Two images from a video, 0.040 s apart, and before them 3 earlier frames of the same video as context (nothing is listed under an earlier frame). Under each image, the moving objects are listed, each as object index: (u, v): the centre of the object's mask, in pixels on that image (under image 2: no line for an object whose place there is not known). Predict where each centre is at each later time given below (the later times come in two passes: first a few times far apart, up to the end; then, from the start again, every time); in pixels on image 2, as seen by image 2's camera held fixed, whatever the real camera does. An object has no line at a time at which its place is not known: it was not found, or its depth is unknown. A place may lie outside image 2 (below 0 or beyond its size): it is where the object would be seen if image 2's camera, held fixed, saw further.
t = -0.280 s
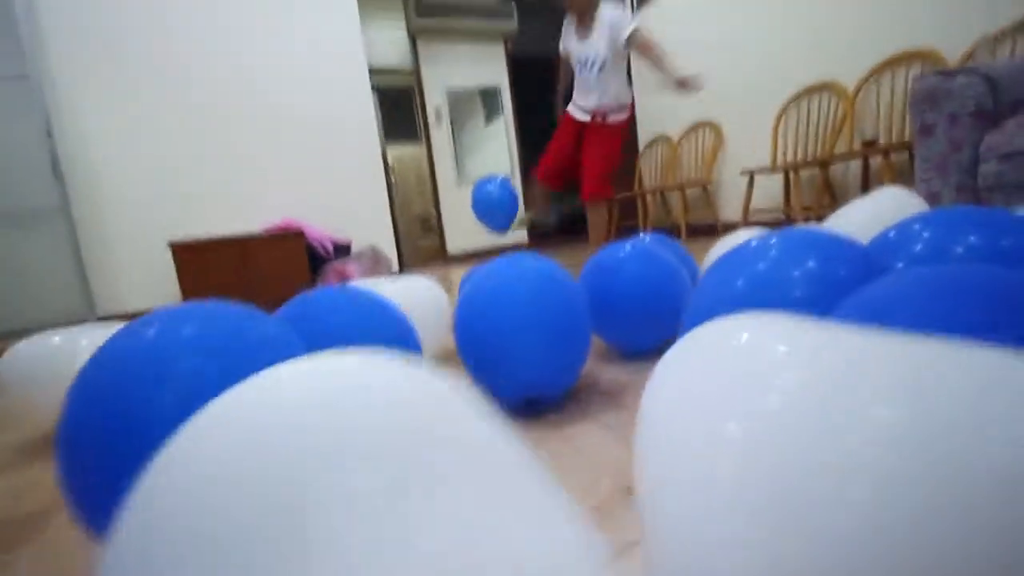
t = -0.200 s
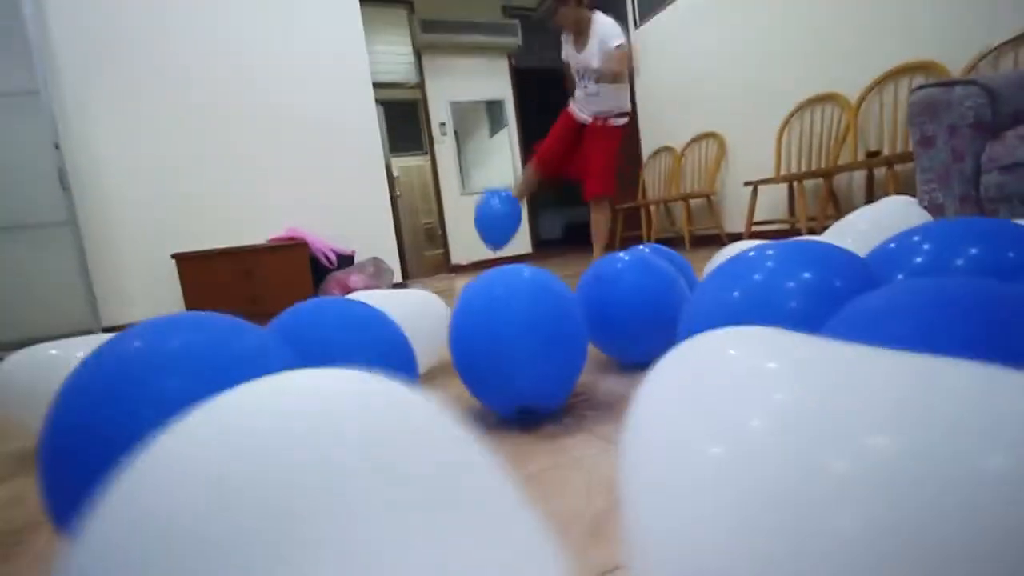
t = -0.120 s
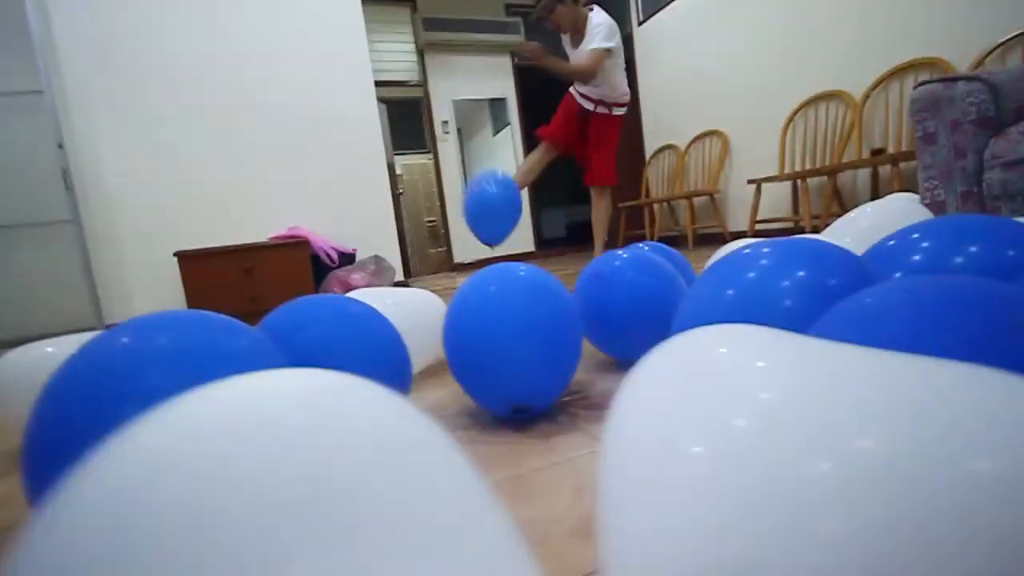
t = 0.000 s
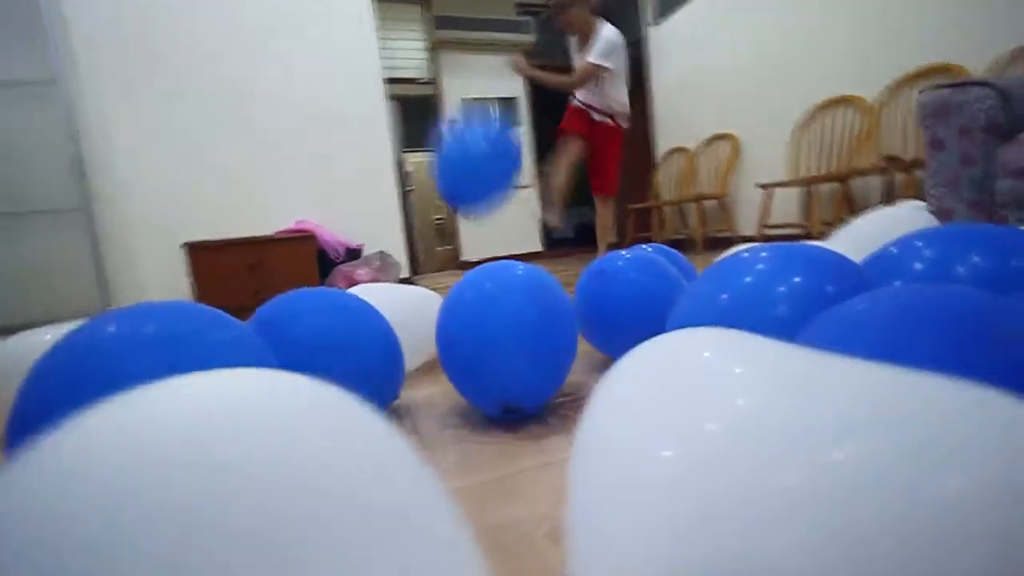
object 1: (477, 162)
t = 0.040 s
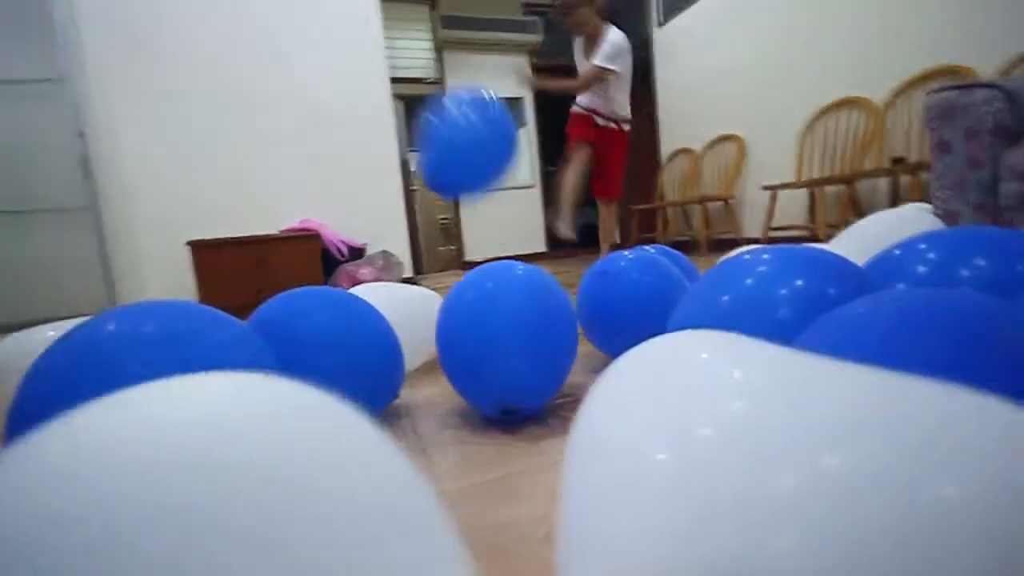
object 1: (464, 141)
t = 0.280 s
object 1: (380, 115)
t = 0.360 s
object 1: (365, 117)
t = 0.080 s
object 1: (449, 131)
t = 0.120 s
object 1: (433, 125)
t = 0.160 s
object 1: (417, 120)
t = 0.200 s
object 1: (401, 116)
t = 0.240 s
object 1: (390, 116)
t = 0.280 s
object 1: (380, 115)
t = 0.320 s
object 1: (372, 116)
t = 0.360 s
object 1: (365, 117)
